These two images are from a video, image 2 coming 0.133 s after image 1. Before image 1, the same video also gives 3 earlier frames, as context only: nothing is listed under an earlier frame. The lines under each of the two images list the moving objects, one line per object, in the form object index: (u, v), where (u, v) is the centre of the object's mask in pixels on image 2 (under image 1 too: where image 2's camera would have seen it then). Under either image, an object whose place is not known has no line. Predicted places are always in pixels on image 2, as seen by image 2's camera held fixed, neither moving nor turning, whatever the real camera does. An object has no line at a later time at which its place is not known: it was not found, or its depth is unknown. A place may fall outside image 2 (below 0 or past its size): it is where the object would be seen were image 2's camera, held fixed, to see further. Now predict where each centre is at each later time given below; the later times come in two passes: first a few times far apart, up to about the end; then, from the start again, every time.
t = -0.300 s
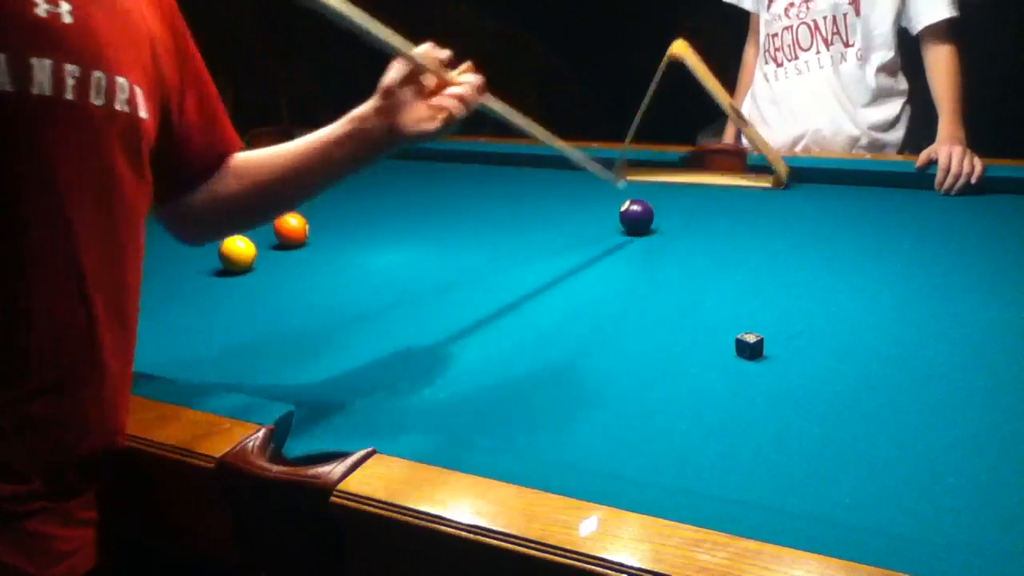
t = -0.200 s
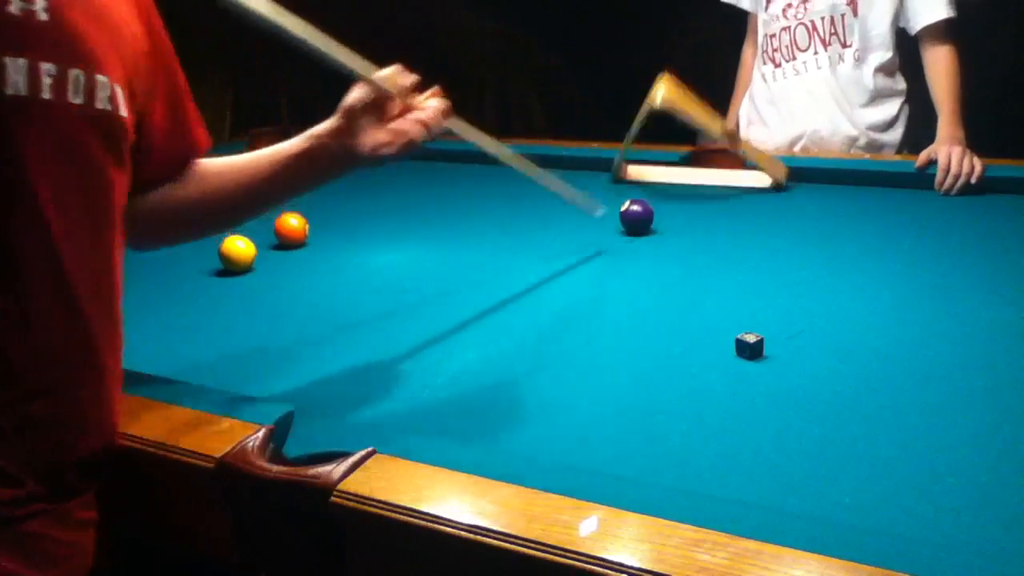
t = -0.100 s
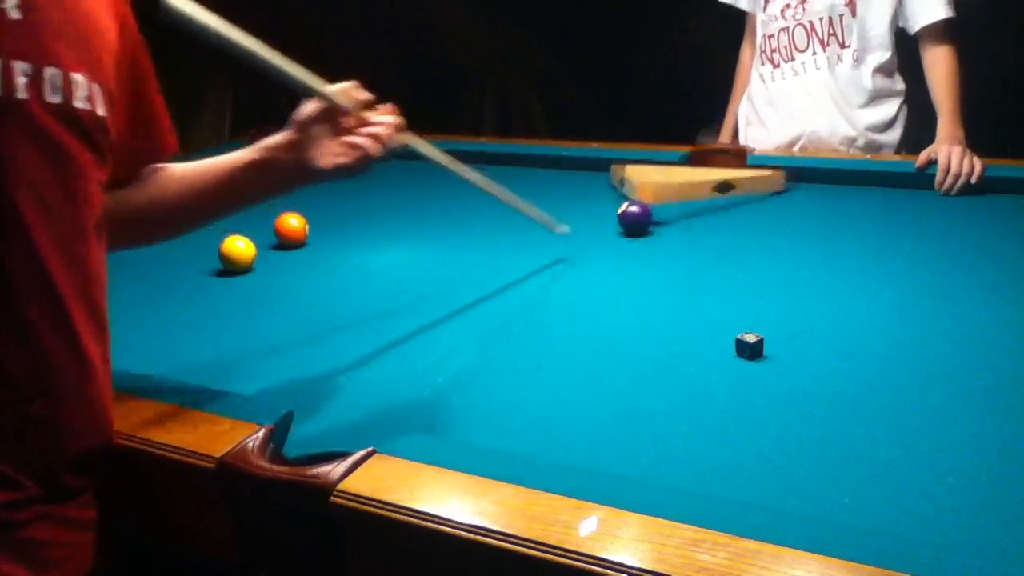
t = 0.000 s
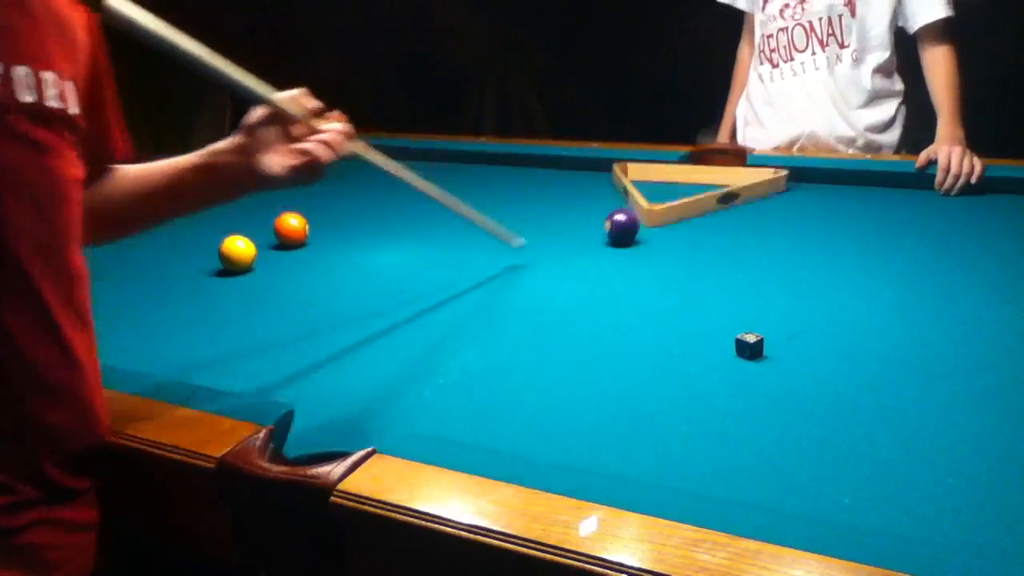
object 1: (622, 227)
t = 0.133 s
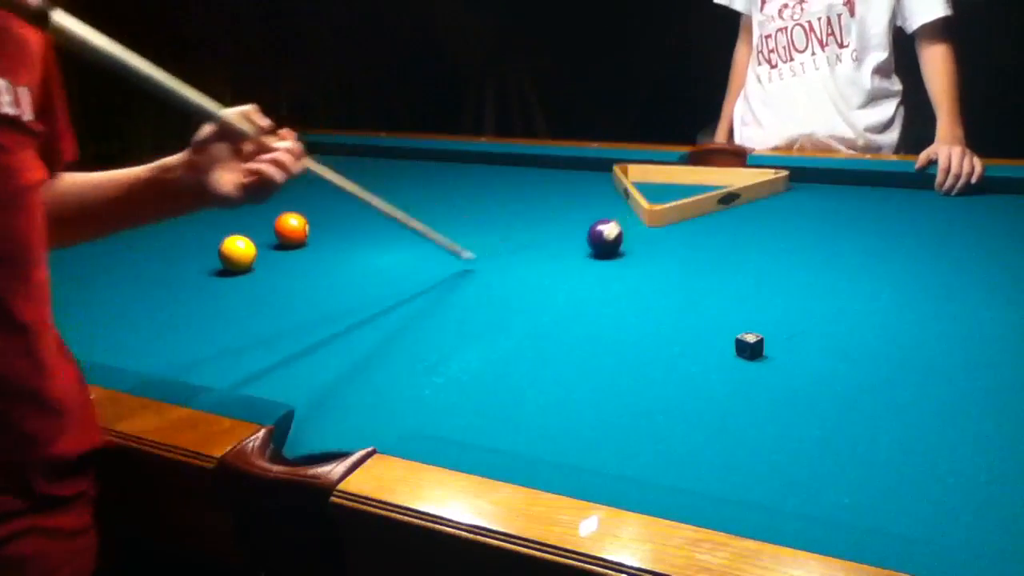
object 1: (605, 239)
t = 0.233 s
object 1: (592, 248)
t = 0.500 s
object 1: (558, 271)
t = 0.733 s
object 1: (525, 295)
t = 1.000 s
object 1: (487, 322)
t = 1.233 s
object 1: (451, 348)
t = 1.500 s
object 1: (410, 379)
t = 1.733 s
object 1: (373, 409)
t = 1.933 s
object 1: (337, 440)
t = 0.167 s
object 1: (600, 242)
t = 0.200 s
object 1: (597, 244)
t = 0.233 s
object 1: (592, 248)
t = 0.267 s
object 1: (588, 250)
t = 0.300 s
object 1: (584, 254)
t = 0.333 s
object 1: (579, 257)
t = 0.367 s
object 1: (575, 260)
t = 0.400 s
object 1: (571, 262)
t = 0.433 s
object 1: (566, 266)
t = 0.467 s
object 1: (562, 268)
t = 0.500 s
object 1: (558, 271)
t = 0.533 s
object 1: (553, 275)
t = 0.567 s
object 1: (548, 279)
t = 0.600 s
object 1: (544, 282)
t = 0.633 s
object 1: (539, 285)
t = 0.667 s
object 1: (534, 287)
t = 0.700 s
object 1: (530, 292)
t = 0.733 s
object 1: (525, 295)
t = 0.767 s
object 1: (520, 298)
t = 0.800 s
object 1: (516, 301)
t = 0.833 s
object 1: (511, 305)
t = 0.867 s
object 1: (506, 308)
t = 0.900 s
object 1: (502, 311)
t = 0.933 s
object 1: (497, 314)
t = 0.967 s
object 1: (492, 318)
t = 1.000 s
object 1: (487, 322)
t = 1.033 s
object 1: (482, 326)
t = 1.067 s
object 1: (477, 329)
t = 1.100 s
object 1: (472, 333)
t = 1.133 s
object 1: (467, 337)
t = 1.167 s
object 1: (462, 341)
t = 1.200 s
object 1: (457, 344)
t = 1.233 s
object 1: (451, 348)
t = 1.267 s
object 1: (446, 352)
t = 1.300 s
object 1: (441, 354)
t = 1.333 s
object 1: (436, 359)
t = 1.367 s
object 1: (431, 363)
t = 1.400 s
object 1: (426, 366)
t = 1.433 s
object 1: (421, 370)
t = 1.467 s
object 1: (416, 375)
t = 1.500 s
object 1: (410, 379)
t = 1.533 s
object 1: (405, 383)
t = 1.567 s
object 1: (399, 388)
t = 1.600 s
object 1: (394, 392)
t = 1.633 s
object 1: (389, 397)
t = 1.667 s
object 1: (384, 400)
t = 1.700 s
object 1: (378, 405)
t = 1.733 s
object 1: (373, 409)
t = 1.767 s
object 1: (367, 413)
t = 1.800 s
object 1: (362, 418)
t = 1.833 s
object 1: (356, 422)
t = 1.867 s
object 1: (351, 426)
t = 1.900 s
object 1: (344, 432)
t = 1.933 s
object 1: (337, 440)
